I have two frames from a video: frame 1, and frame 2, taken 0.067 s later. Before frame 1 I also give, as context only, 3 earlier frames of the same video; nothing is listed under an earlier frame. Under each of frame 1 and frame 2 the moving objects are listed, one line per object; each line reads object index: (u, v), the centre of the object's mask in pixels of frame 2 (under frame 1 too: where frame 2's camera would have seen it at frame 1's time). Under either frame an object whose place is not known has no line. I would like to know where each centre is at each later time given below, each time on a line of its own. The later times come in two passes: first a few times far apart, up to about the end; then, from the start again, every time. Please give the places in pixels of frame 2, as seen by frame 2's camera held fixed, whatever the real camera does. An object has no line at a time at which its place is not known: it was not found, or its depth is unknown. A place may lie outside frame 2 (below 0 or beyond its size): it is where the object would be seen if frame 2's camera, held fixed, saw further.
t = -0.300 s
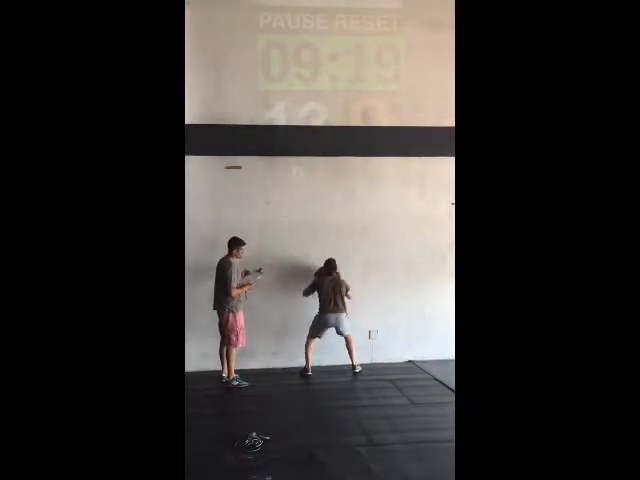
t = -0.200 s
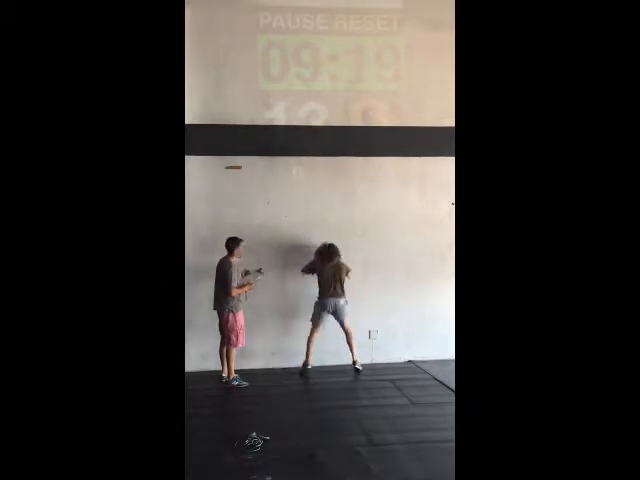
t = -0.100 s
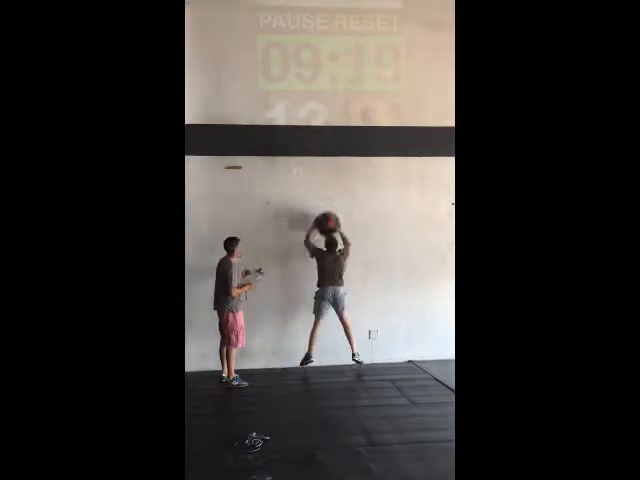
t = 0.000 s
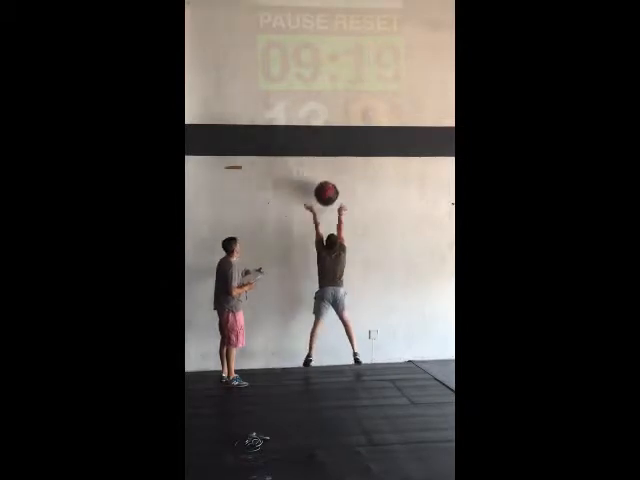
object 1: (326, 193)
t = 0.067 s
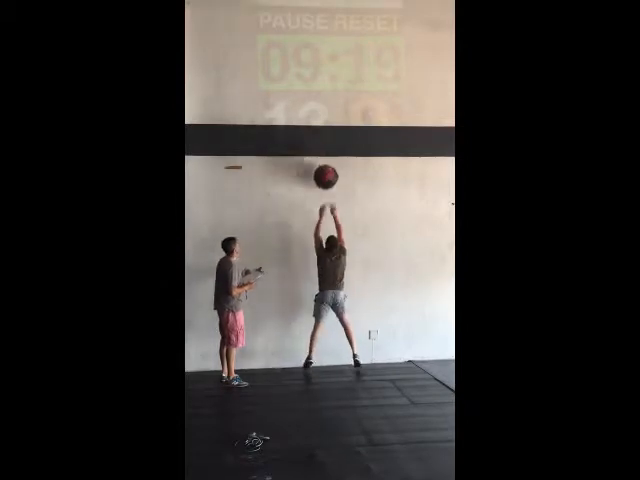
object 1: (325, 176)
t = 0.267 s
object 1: (324, 147)
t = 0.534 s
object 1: (326, 155)
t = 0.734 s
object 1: (328, 191)
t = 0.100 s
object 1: (325, 170)
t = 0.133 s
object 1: (325, 163)
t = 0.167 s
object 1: (324, 158)
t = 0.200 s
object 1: (324, 154)
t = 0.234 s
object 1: (325, 150)
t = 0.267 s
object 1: (324, 147)
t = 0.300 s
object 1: (324, 145)
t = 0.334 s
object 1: (324, 144)
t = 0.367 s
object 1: (325, 145)
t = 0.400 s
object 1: (325, 144)
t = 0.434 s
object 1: (324, 147)
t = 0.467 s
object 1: (326, 149)
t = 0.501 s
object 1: (326, 153)
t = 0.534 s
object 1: (326, 155)
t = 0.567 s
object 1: (326, 159)
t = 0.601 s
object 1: (326, 163)
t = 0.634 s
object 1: (327, 168)
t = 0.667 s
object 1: (327, 175)
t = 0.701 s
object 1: (328, 182)
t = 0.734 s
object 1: (328, 191)
